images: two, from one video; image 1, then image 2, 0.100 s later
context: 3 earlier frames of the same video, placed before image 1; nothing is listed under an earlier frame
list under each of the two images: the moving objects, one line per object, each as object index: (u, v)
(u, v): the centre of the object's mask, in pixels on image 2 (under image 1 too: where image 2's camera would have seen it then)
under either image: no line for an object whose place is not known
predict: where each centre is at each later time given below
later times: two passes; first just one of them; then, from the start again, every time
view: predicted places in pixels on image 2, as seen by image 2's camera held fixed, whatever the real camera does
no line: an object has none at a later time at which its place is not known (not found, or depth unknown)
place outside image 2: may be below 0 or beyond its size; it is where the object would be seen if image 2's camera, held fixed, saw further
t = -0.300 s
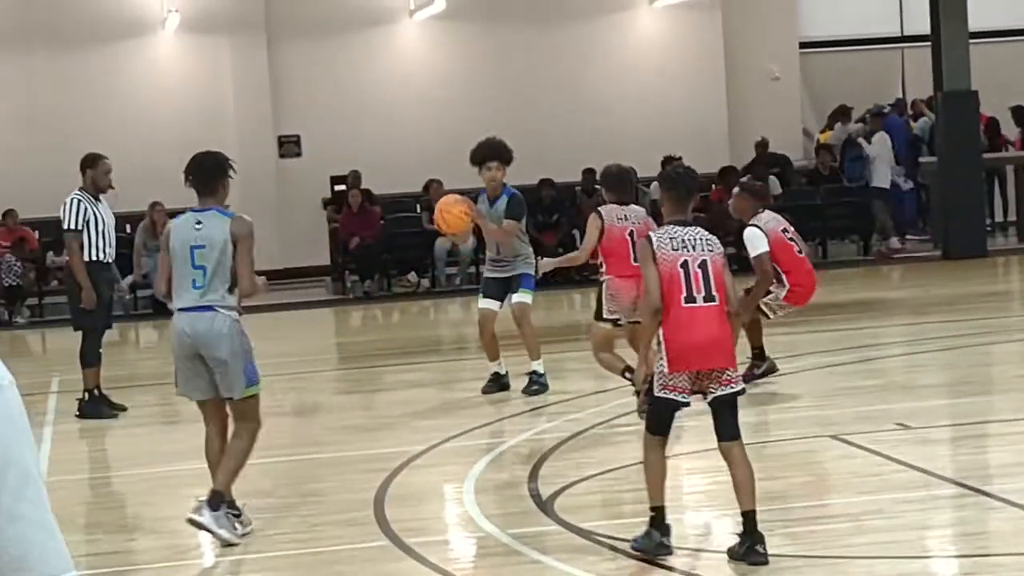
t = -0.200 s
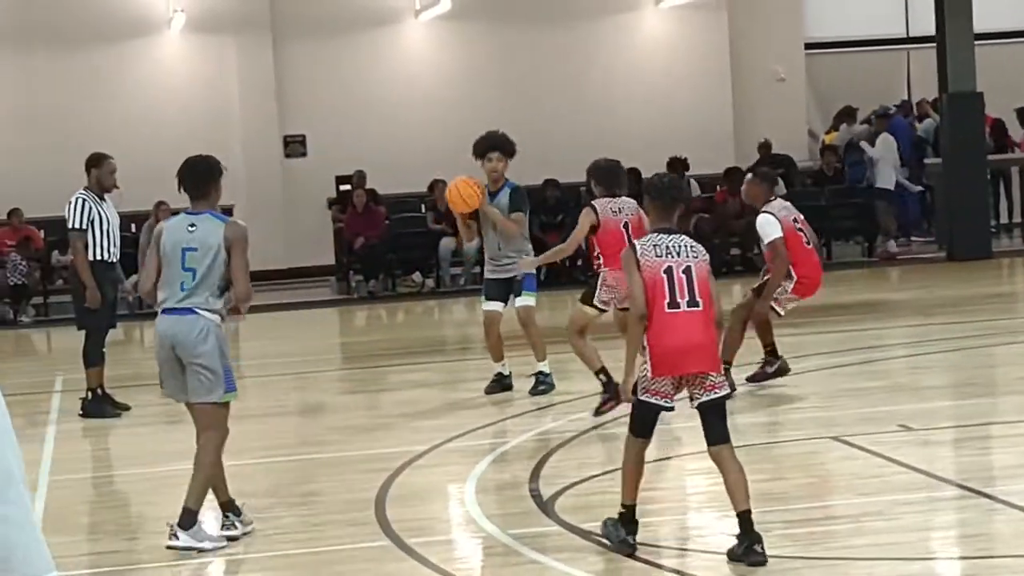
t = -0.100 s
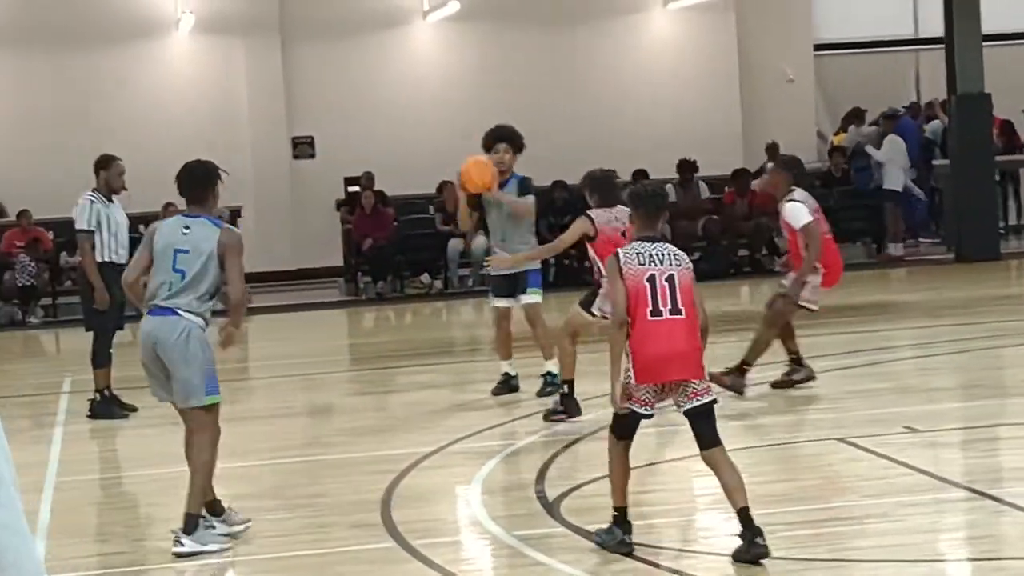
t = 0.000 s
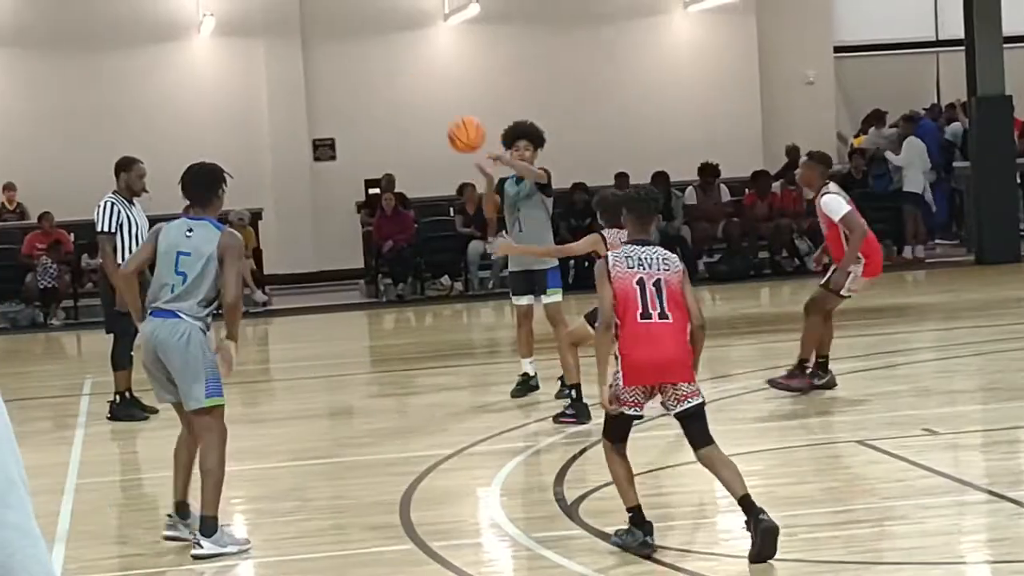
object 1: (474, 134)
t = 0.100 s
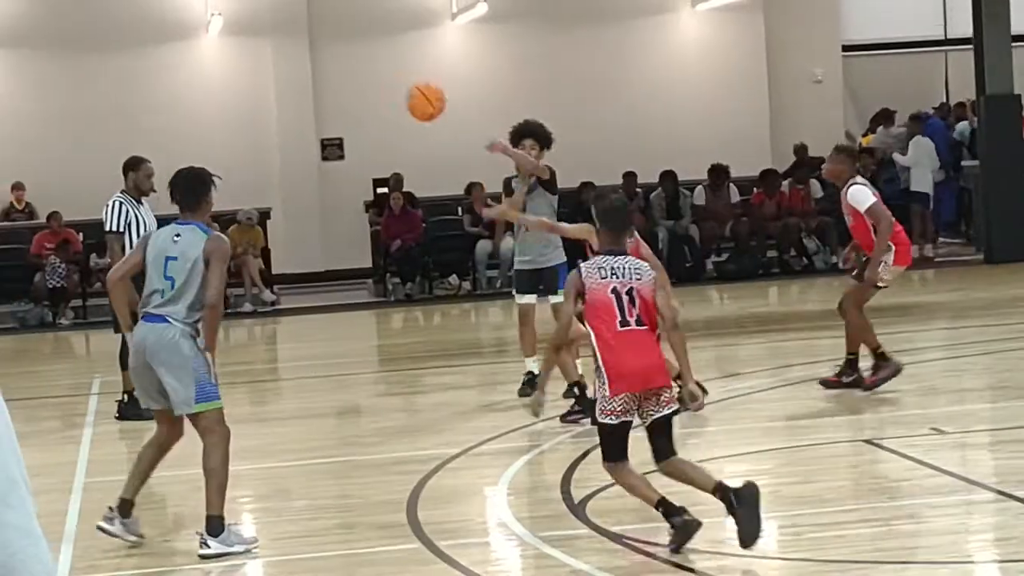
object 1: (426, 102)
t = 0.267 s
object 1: (338, 80)
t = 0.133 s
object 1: (409, 94)
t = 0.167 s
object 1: (392, 89)
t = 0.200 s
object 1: (375, 83)
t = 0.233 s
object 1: (357, 81)
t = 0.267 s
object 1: (338, 80)
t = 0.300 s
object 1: (319, 81)
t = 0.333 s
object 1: (301, 84)
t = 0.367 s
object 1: (282, 89)
